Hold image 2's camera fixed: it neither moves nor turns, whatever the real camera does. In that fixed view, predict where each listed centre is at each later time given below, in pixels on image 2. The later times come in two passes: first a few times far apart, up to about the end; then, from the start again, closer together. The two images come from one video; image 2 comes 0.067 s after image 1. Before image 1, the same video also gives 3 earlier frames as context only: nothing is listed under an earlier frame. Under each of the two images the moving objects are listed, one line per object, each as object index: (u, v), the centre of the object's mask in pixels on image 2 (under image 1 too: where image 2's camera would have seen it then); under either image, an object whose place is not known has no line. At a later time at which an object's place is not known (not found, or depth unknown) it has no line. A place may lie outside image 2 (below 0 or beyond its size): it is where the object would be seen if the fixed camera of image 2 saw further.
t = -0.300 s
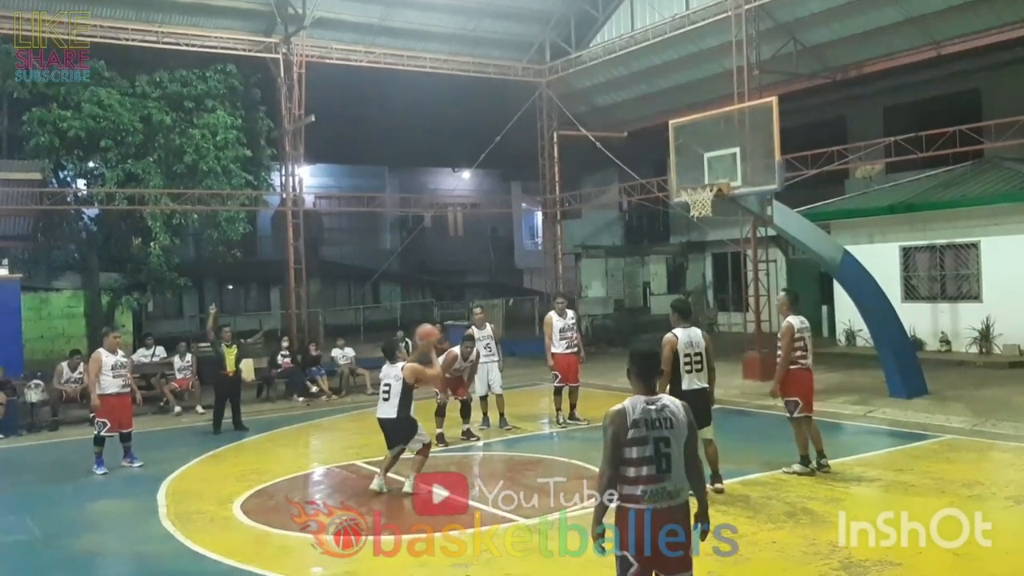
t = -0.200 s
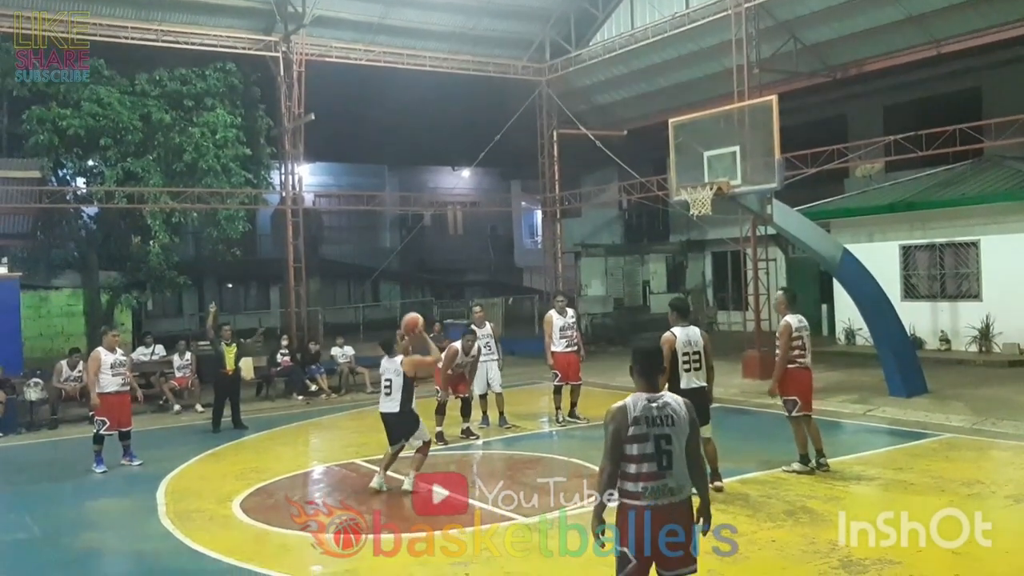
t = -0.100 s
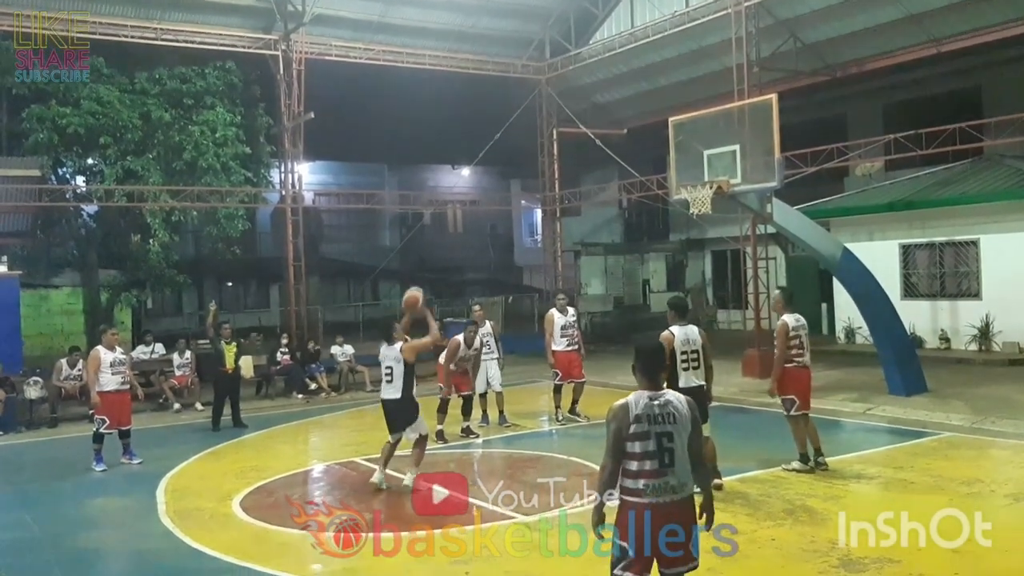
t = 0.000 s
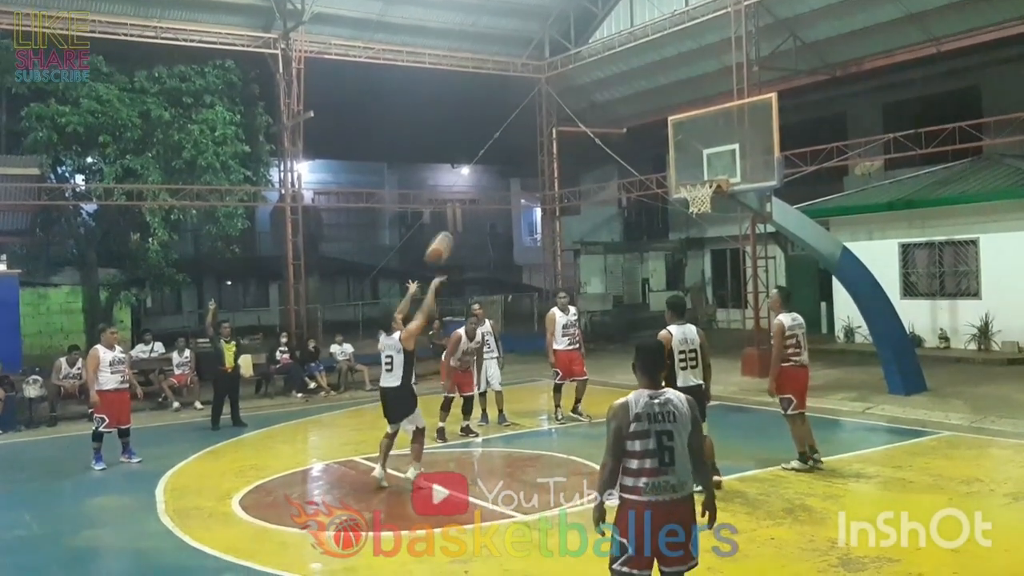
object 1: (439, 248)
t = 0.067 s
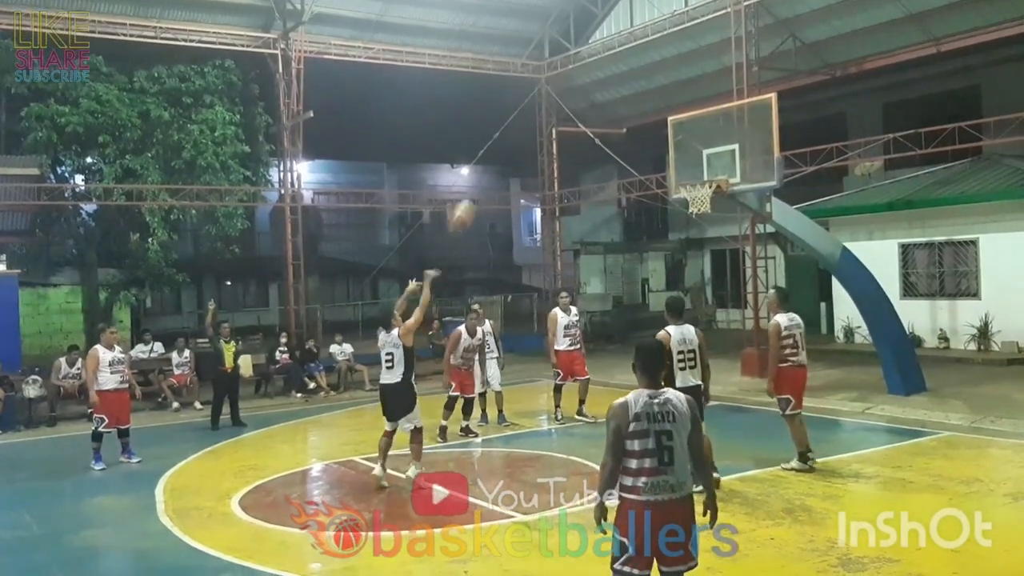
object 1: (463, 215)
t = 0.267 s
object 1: (528, 146)
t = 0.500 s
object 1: (597, 116)
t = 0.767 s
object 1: (672, 140)
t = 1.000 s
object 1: (711, 164)
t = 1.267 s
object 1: (688, 165)
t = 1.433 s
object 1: (680, 171)
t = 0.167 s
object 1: (496, 172)
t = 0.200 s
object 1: (508, 163)
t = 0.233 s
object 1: (517, 155)
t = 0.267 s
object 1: (528, 146)
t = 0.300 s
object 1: (538, 138)
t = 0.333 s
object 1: (547, 132)
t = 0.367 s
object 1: (557, 128)
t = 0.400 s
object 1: (567, 123)
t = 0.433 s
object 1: (578, 119)
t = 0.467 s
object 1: (588, 116)
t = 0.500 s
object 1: (597, 116)
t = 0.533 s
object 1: (607, 116)
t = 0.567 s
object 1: (616, 118)
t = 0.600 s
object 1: (627, 119)
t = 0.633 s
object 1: (636, 122)
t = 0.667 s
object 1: (646, 125)
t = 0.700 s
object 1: (654, 129)
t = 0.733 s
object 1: (662, 134)
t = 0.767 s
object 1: (672, 140)
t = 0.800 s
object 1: (681, 147)
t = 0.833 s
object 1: (690, 153)
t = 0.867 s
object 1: (698, 161)
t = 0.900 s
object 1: (706, 170)
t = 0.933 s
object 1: (708, 167)
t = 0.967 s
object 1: (710, 165)
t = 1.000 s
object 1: (711, 164)
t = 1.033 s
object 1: (713, 162)
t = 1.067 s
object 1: (715, 162)
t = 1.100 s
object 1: (712, 160)
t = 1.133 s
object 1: (707, 161)
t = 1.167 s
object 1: (702, 161)
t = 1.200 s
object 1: (698, 161)
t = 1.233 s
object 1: (693, 162)
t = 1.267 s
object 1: (688, 165)
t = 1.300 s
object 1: (685, 170)
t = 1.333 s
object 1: (681, 173)
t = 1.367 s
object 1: (680, 172)
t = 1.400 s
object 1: (680, 171)
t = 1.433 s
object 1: (680, 171)
